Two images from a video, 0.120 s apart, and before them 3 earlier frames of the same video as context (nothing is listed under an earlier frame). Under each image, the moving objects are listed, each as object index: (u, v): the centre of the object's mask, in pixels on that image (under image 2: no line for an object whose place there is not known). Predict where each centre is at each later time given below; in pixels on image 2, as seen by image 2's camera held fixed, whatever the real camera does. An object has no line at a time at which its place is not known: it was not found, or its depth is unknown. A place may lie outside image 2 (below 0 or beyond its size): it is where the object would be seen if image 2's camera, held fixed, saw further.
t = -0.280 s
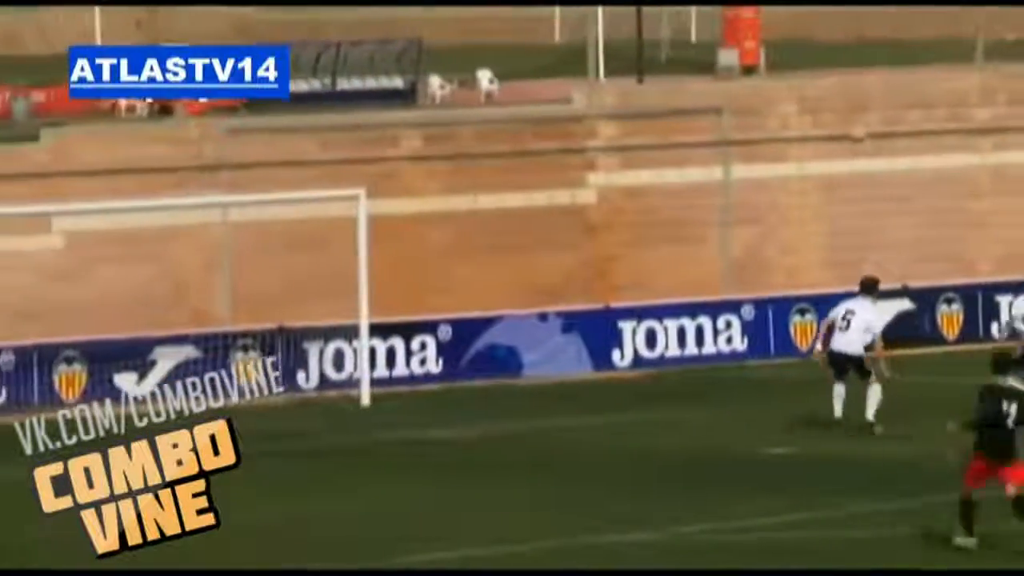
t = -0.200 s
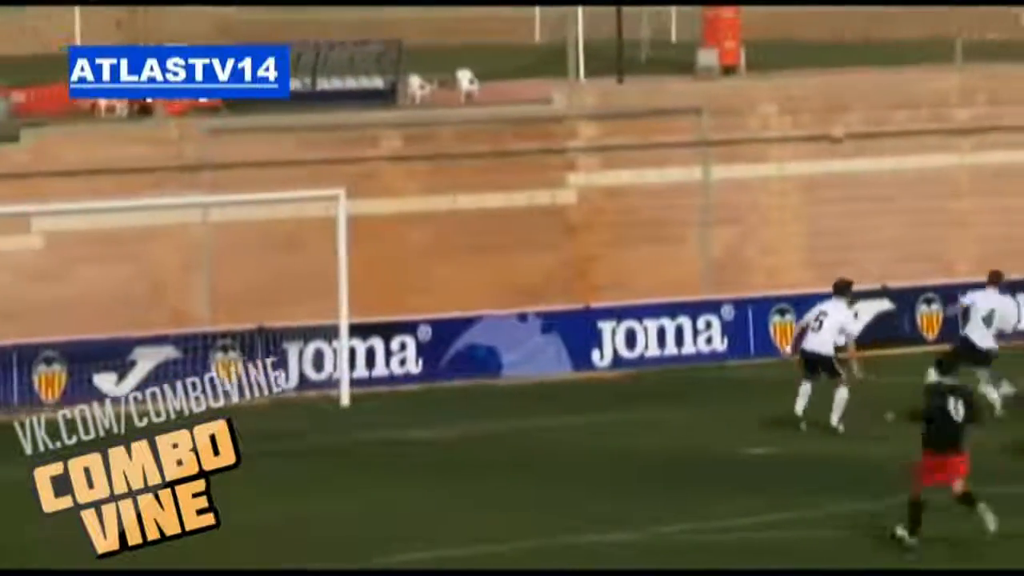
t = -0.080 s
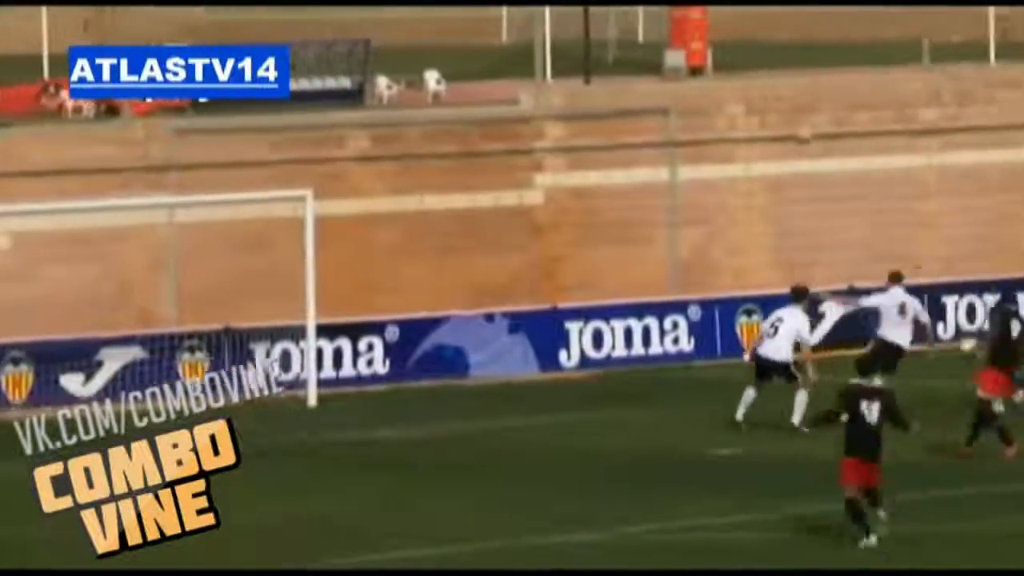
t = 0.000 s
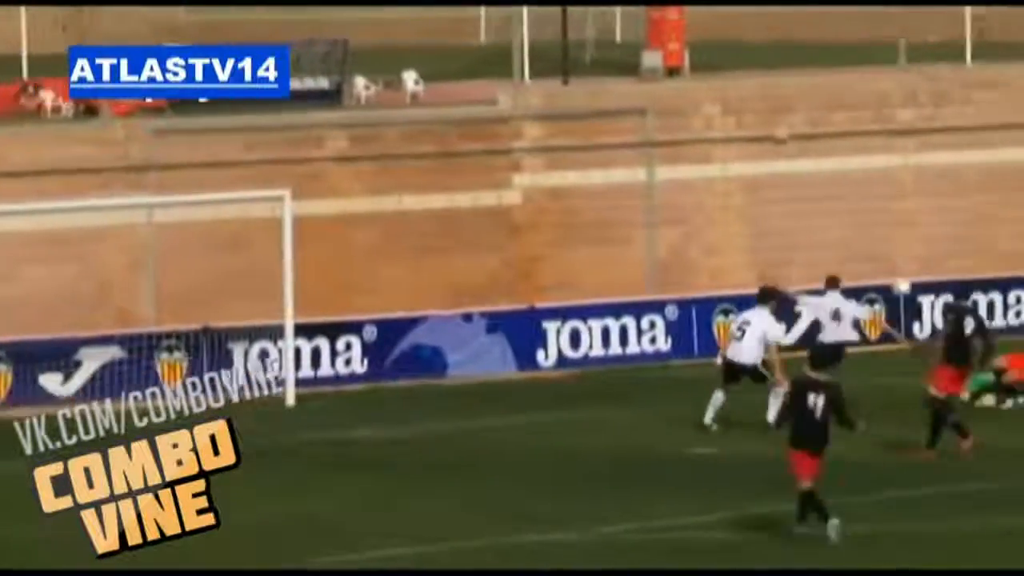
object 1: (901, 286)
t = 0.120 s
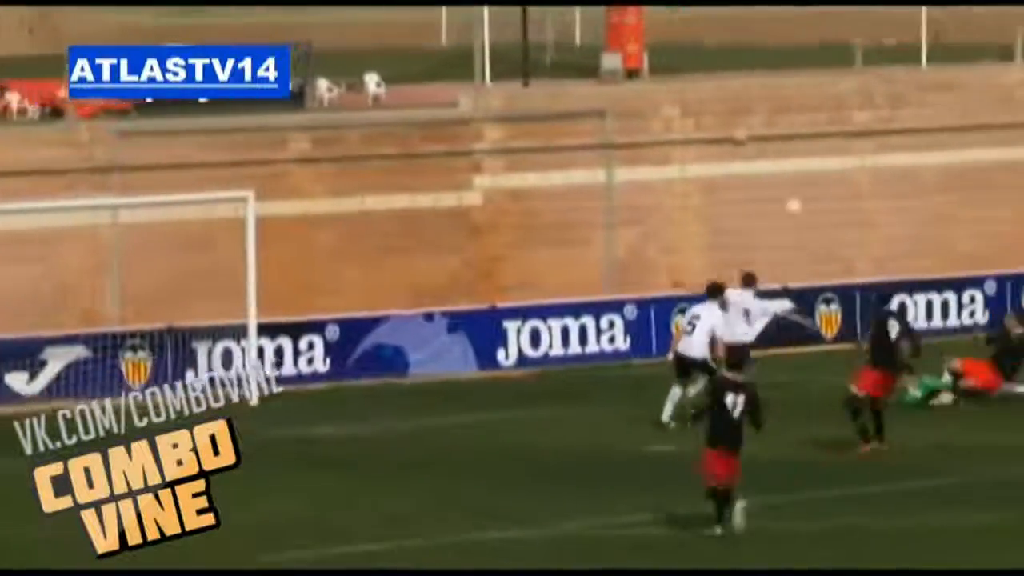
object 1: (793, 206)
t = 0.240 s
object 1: (736, 142)
